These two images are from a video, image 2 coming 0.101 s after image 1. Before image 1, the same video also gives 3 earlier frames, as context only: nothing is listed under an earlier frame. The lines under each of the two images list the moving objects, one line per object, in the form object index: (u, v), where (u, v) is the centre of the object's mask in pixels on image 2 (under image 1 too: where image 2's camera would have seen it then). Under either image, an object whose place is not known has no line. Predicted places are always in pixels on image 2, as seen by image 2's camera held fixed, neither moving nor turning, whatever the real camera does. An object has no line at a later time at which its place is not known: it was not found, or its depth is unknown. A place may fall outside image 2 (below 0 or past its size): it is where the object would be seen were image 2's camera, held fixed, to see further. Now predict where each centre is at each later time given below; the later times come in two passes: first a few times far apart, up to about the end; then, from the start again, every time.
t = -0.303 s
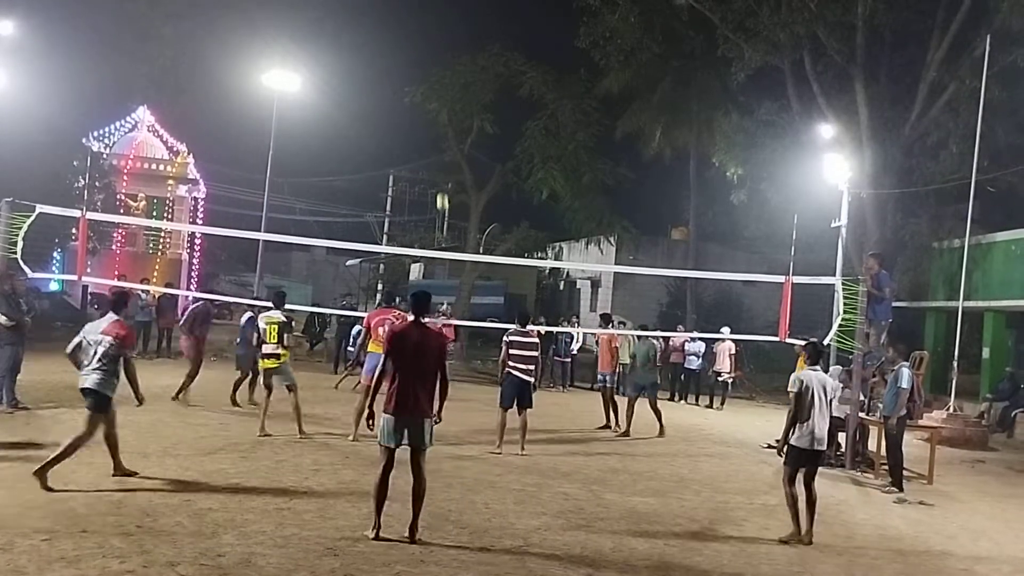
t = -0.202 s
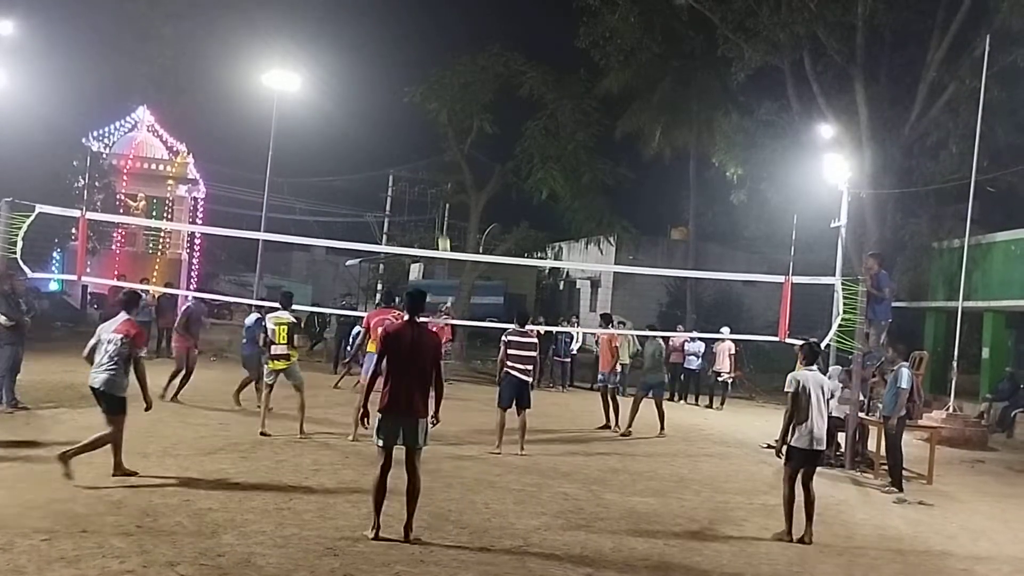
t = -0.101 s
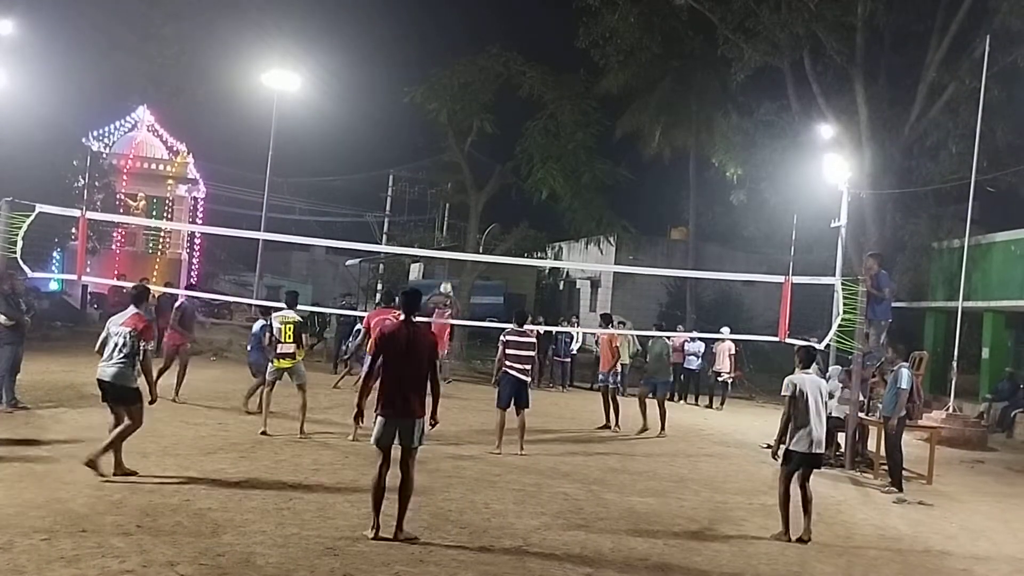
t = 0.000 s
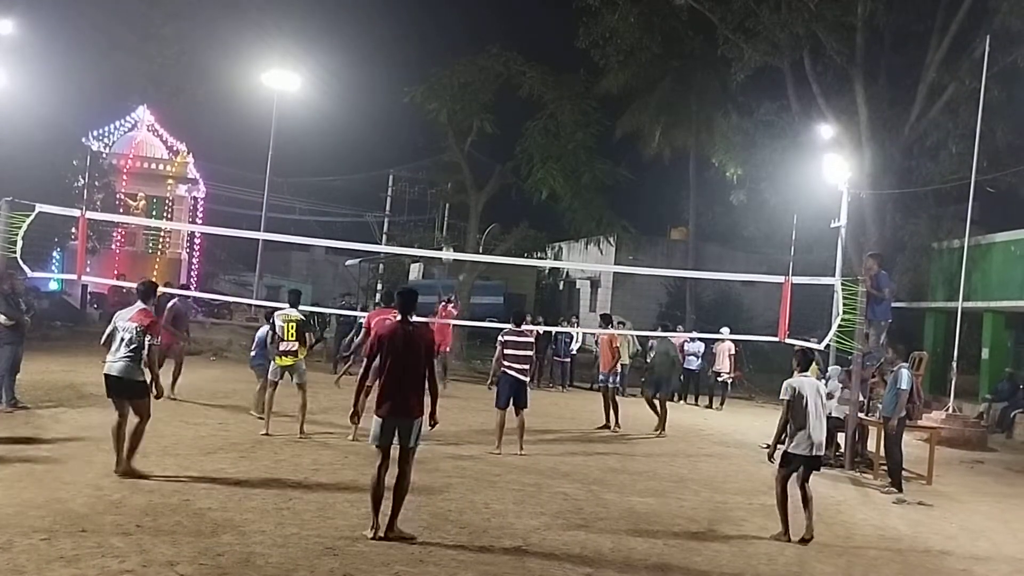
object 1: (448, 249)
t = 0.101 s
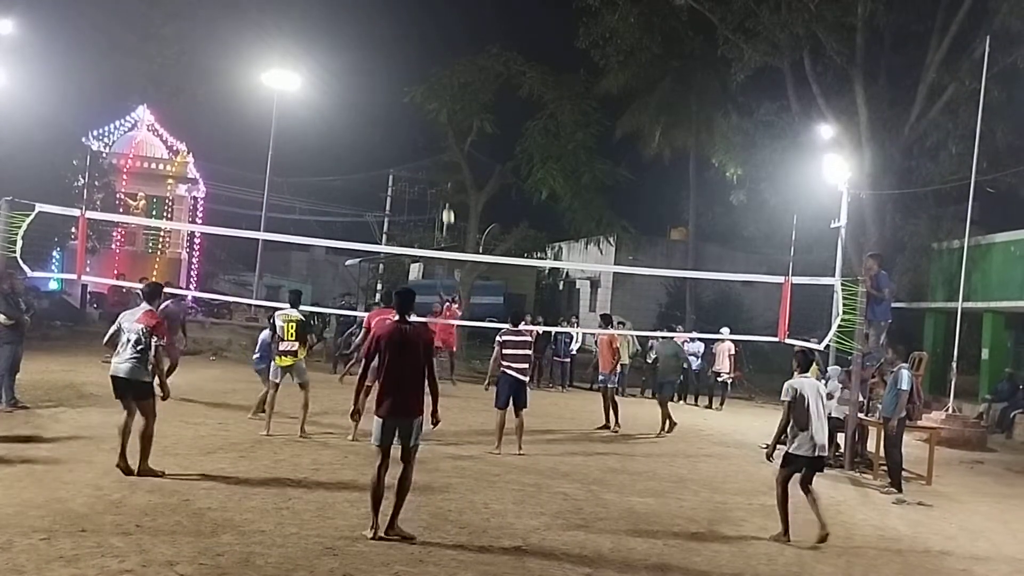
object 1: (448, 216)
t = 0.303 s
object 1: (448, 155)
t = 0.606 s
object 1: (442, 97)
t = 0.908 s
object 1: (432, 88)
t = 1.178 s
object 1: (417, 127)
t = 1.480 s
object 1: (394, 229)
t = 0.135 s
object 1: (448, 205)
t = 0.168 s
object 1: (448, 194)
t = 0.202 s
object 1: (448, 183)
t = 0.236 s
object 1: (448, 174)
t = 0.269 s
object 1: (448, 164)
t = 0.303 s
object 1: (448, 155)
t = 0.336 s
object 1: (447, 146)
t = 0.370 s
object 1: (447, 138)
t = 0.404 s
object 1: (446, 131)
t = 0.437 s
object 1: (446, 124)
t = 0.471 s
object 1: (445, 118)
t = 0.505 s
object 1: (444, 111)
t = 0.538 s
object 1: (444, 106)
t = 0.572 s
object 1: (443, 102)
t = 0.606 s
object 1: (442, 97)
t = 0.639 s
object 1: (441, 93)
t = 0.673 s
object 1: (440, 91)
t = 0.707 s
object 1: (439, 88)
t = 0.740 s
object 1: (438, 87)
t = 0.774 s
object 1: (437, 86)
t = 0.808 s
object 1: (436, 85)
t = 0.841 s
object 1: (435, 85)
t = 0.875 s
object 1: (433, 86)
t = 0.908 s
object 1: (432, 88)
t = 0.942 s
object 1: (430, 90)
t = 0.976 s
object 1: (428, 93)
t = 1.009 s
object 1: (427, 97)
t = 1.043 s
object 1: (425, 101)
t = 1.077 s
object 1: (423, 107)
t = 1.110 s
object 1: (421, 113)
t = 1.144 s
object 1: (419, 120)
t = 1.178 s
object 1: (417, 127)
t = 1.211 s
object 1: (415, 135)
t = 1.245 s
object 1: (413, 144)
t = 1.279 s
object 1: (411, 154)
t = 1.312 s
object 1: (408, 164)
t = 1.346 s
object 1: (406, 175)
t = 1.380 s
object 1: (403, 188)
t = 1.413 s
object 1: (400, 201)
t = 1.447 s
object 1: (398, 214)
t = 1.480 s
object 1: (394, 229)
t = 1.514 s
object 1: (392, 240)
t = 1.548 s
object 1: (387, 263)
